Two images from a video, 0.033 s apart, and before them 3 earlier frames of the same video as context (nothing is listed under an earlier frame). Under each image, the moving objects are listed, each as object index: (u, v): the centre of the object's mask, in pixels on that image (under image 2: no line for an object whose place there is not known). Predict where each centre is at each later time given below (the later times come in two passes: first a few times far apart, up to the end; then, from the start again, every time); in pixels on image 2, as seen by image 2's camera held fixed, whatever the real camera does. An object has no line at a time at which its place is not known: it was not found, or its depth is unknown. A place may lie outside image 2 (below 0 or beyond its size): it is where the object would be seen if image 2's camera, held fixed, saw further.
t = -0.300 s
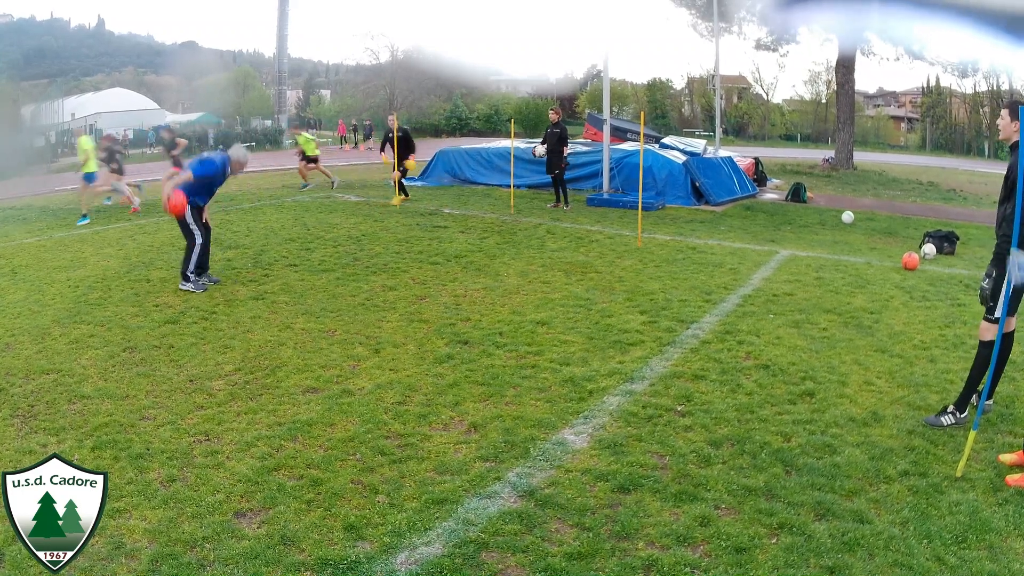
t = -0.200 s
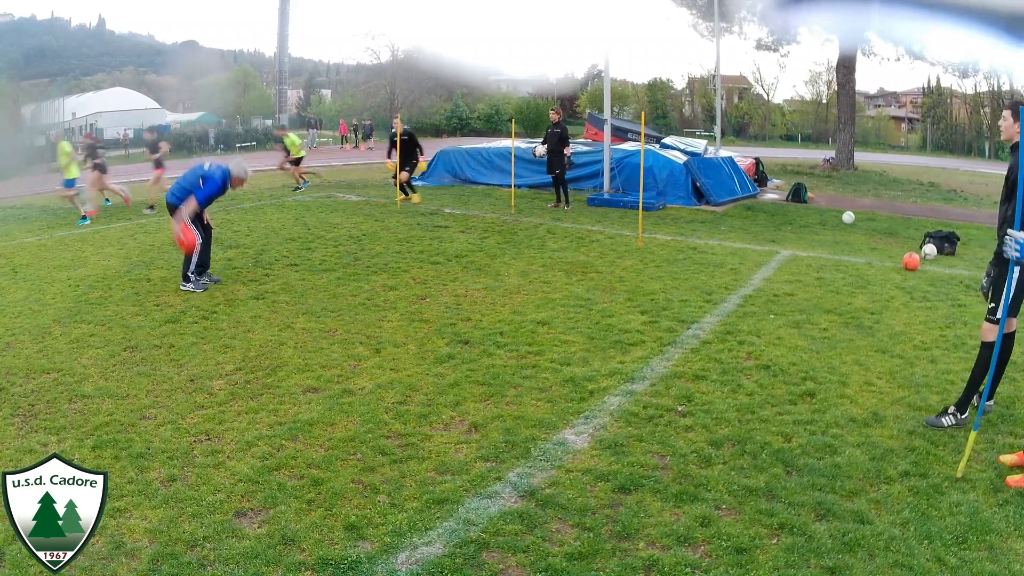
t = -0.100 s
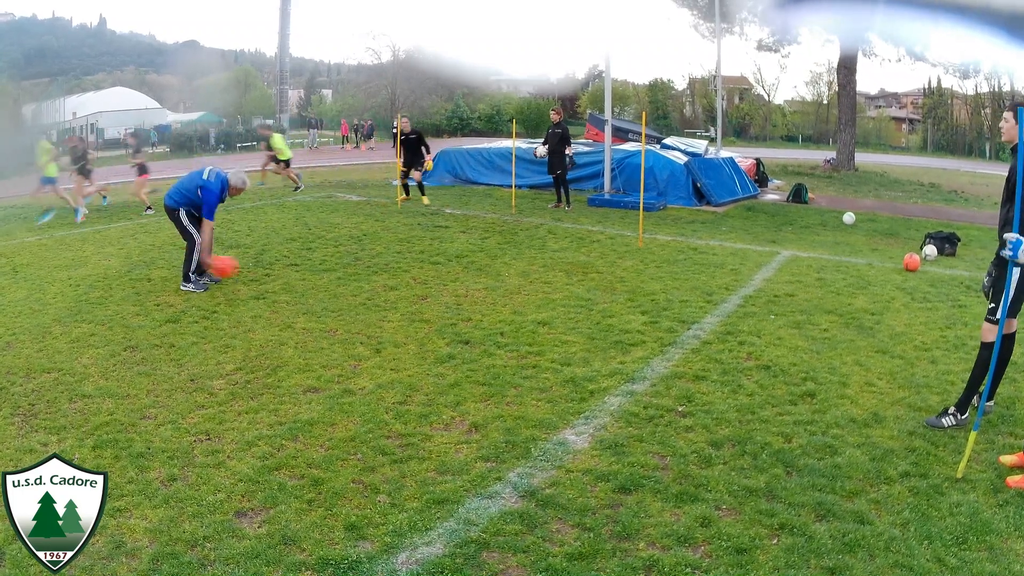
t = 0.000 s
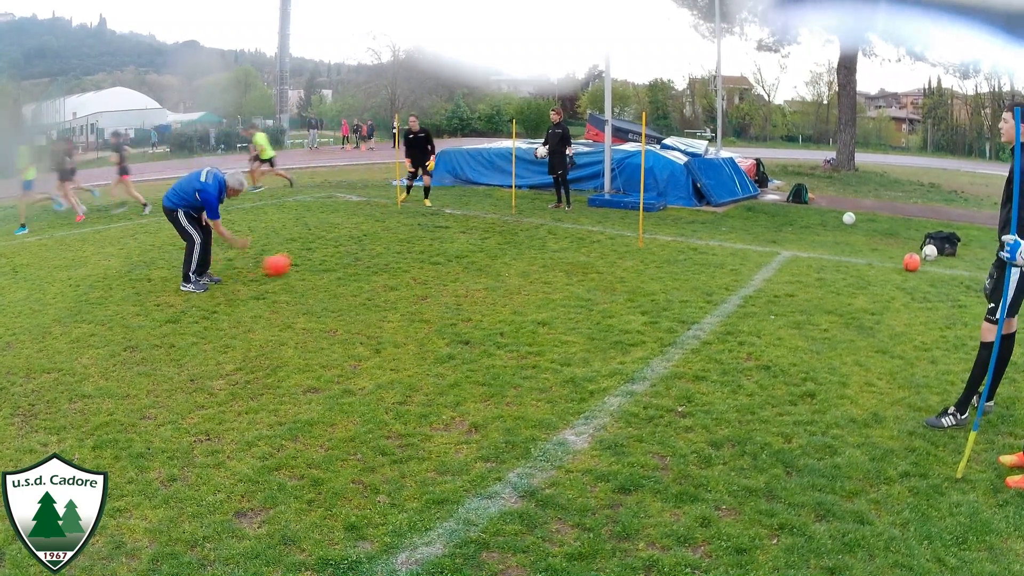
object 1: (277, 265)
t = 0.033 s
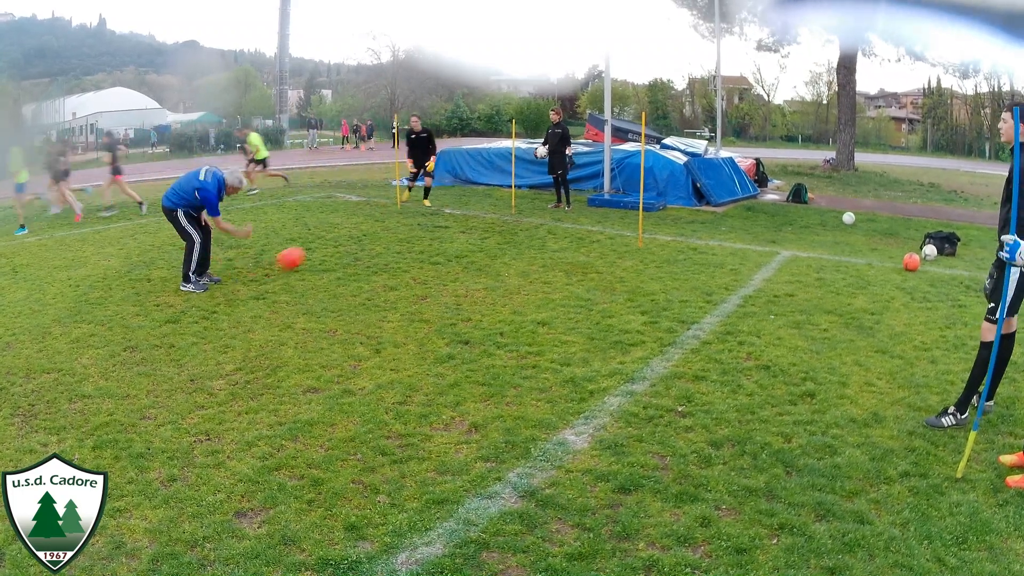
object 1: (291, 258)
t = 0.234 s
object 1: (364, 238)
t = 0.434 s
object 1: (417, 222)
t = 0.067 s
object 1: (304, 252)
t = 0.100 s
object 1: (317, 247)
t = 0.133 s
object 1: (329, 243)
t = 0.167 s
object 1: (341, 240)
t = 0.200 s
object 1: (353, 239)
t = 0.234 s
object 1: (364, 238)
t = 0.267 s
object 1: (376, 239)
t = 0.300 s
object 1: (386, 238)
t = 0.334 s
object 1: (394, 232)
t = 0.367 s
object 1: (402, 228)
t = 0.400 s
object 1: (410, 224)
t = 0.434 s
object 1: (417, 222)
